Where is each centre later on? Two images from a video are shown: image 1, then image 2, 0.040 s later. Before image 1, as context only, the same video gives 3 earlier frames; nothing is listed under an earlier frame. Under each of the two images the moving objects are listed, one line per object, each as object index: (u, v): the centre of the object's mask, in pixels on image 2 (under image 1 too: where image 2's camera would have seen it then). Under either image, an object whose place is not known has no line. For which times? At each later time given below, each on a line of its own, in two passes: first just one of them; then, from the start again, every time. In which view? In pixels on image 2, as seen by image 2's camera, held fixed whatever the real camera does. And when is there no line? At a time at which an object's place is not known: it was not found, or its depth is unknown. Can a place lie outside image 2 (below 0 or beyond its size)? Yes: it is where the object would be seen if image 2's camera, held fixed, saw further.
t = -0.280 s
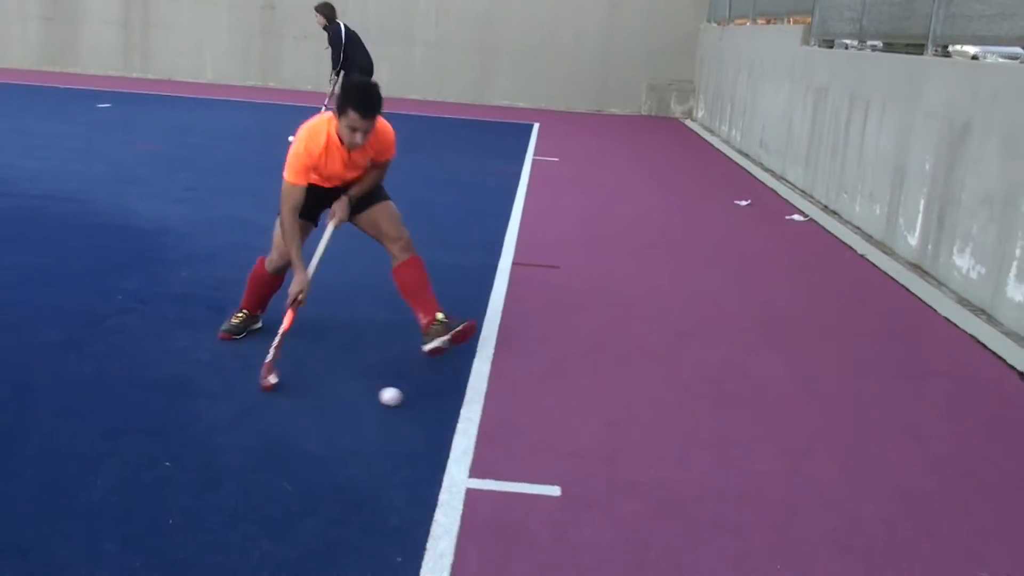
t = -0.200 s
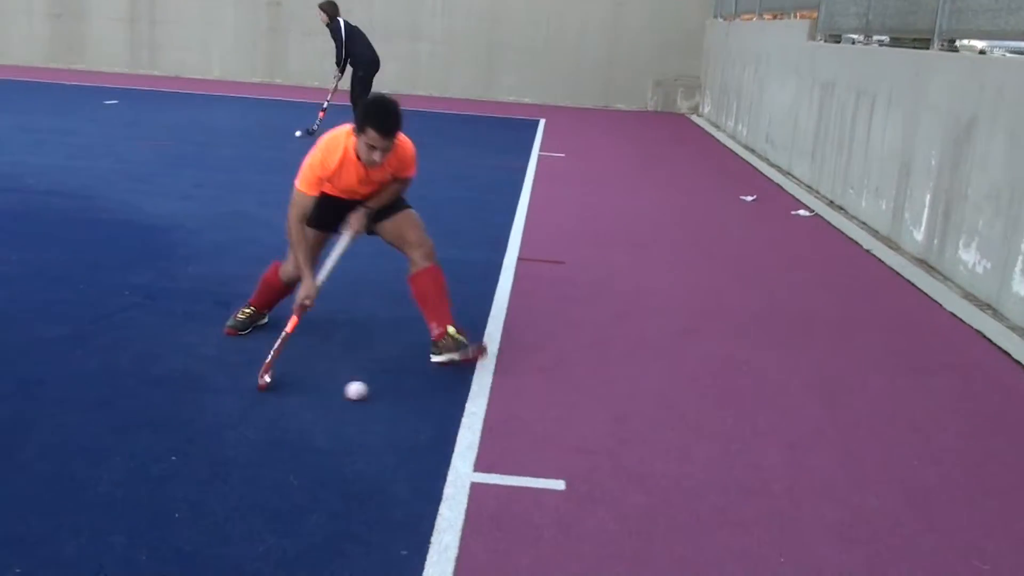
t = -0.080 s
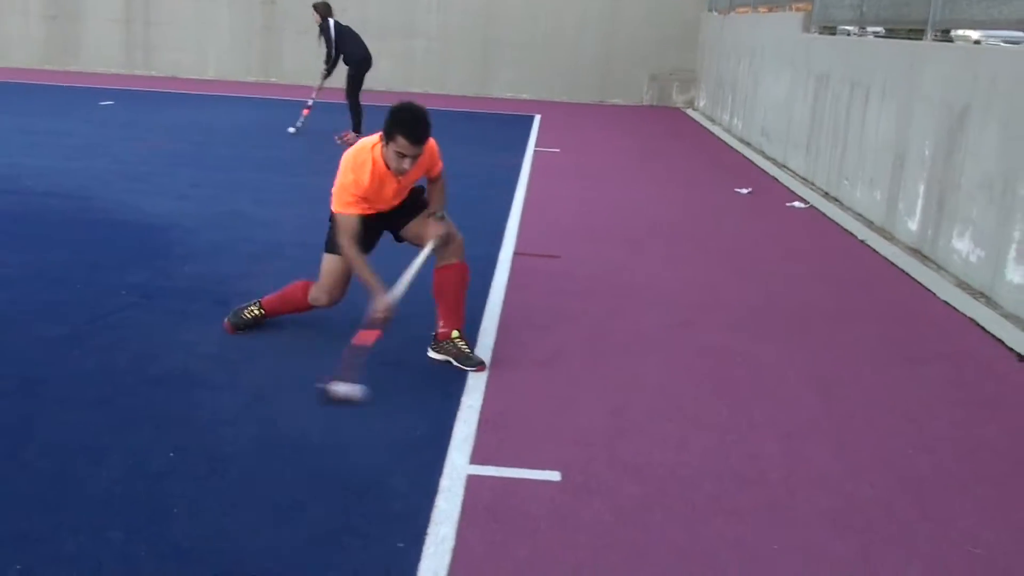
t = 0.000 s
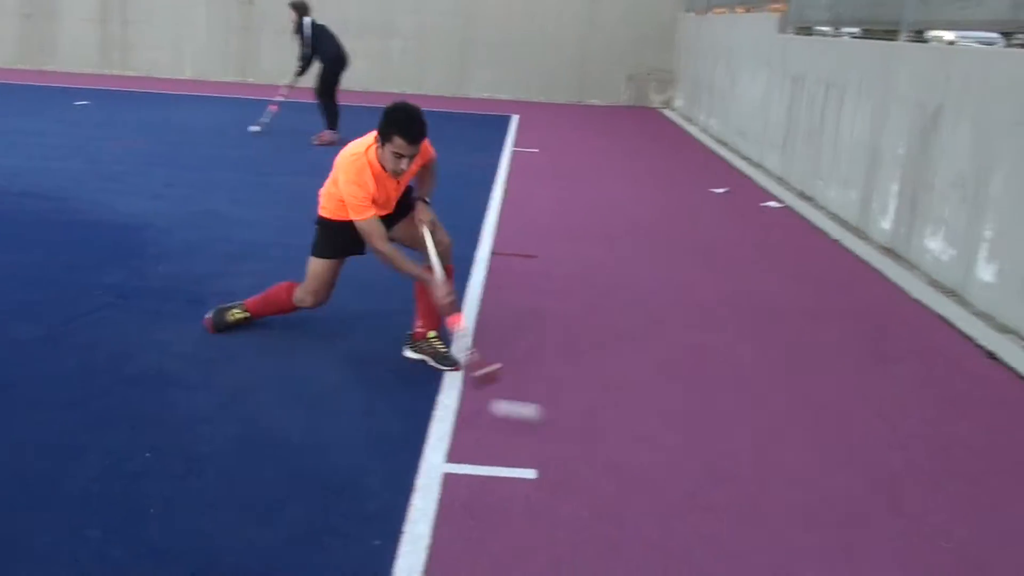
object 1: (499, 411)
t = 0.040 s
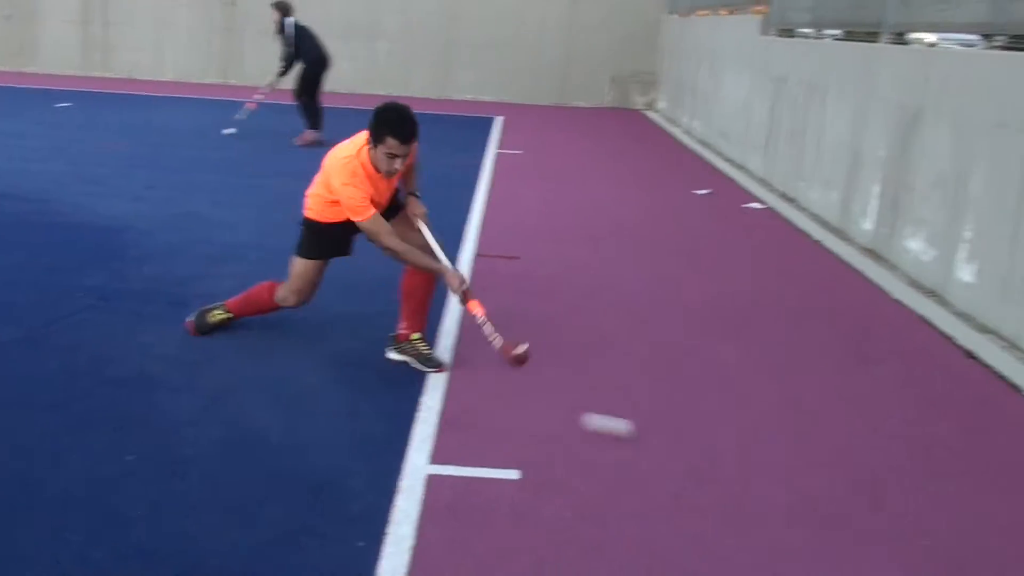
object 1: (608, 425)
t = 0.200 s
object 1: (1043, 469)
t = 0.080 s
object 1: (716, 442)
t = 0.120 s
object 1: (824, 448)
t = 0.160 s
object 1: (932, 456)
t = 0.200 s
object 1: (1043, 469)
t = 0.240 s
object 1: (1132, 484)
